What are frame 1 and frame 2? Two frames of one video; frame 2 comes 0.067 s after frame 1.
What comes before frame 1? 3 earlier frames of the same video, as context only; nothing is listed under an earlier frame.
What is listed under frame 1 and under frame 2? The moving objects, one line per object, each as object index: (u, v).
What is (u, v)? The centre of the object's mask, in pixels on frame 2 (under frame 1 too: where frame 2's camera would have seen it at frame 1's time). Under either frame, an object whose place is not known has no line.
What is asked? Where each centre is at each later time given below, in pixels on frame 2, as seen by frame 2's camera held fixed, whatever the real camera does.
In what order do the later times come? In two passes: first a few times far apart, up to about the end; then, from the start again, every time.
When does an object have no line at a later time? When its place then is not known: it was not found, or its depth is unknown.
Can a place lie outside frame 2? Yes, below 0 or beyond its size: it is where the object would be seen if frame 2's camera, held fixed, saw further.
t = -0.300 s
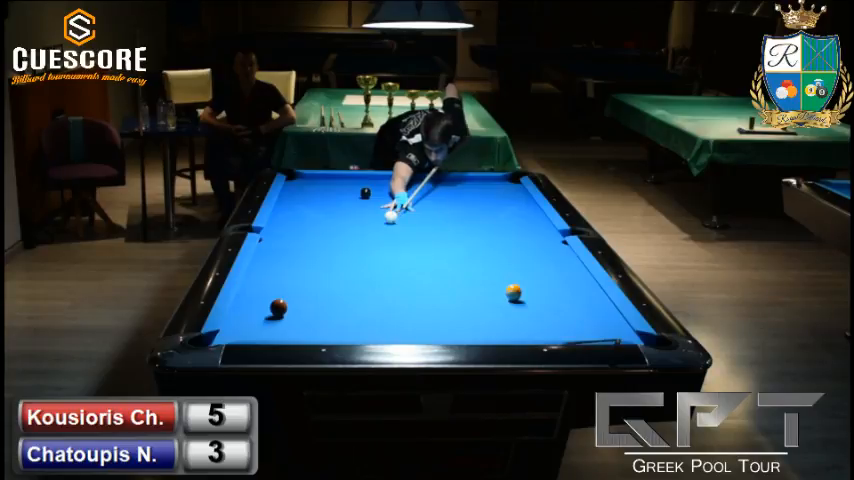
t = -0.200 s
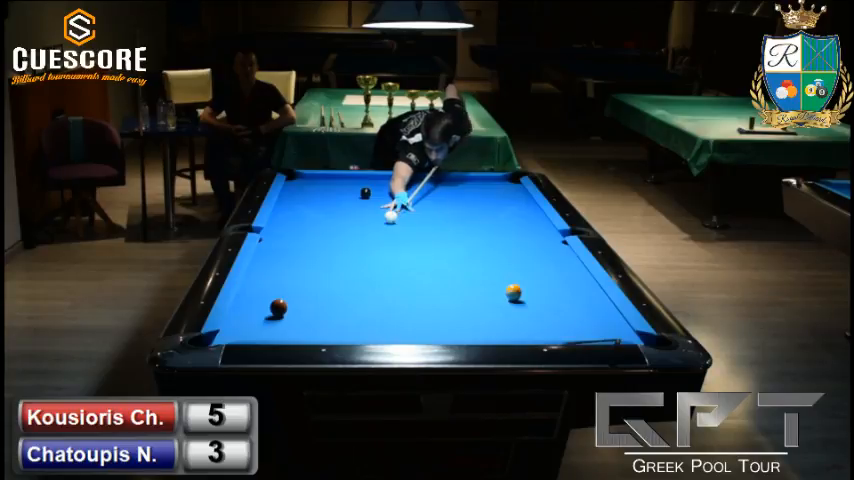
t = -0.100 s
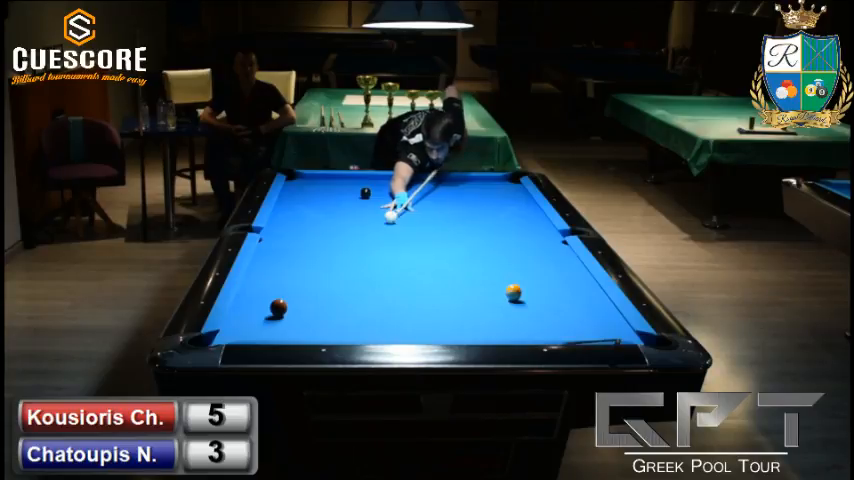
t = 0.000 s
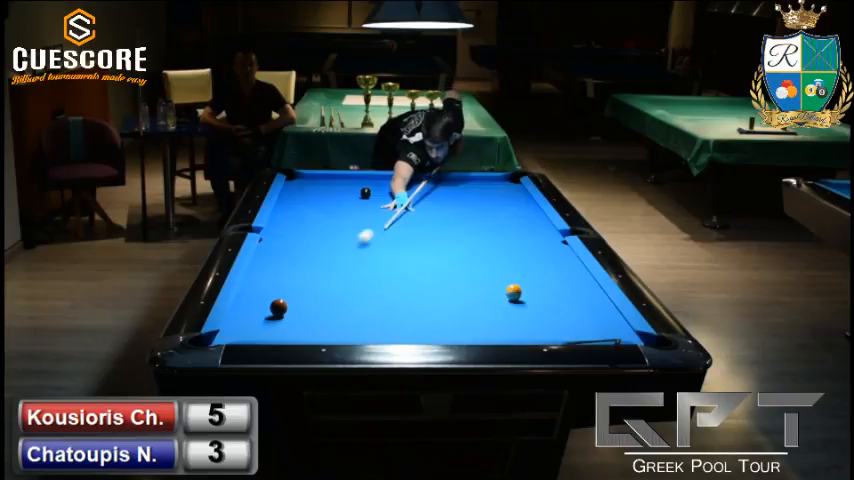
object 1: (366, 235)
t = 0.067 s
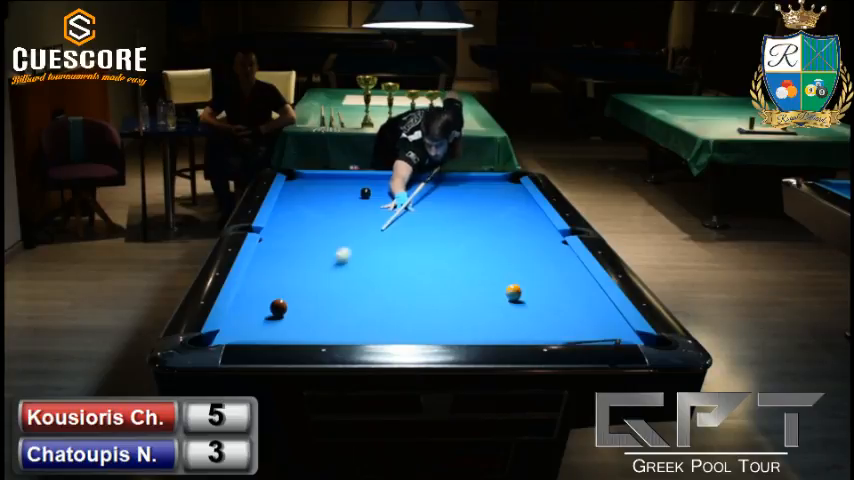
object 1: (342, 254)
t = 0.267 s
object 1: (290, 302)
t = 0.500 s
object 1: (308, 298)
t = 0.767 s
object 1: (328, 291)
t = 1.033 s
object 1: (346, 285)
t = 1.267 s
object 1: (360, 280)
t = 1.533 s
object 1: (375, 275)
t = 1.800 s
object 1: (389, 270)
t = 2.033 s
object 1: (399, 267)
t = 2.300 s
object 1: (410, 263)
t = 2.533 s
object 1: (419, 260)
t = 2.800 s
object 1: (427, 258)
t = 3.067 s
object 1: (434, 255)
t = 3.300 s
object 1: (440, 253)
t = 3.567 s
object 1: (446, 251)
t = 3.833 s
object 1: (450, 249)
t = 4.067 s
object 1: (454, 248)
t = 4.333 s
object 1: (457, 248)
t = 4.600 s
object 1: (459, 247)
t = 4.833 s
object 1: (460, 247)
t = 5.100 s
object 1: (460, 246)
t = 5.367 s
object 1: (460, 246)
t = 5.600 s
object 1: (460, 246)
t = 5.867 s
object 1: (459, 246)
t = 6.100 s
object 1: (459, 246)
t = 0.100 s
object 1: (331, 264)
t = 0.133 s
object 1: (318, 274)
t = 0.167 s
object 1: (304, 286)
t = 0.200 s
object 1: (291, 296)
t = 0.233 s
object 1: (288, 302)
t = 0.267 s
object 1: (290, 302)
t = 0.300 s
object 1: (292, 303)
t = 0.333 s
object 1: (294, 302)
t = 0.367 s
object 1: (297, 302)
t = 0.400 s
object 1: (300, 301)
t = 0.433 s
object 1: (302, 300)
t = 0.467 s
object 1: (305, 299)
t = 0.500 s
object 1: (308, 298)
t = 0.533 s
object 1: (310, 297)
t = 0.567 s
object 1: (313, 296)
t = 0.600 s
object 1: (315, 295)
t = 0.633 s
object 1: (318, 294)
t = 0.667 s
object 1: (321, 294)
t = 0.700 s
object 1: (323, 293)
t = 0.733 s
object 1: (326, 292)
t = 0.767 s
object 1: (328, 291)
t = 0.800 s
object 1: (330, 290)
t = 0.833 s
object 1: (333, 289)
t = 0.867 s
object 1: (335, 288)
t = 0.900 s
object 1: (337, 288)
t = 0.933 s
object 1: (339, 287)
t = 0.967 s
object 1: (341, 286)
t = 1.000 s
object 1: (344, 286)
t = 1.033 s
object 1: (346, 285)
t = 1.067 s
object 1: (348, 284)
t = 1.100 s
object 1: (350, 283)
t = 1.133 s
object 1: (352, 283)
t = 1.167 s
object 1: (354, 282)
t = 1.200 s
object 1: (356, 281)
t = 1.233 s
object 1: (358, 280)
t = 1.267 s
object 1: (360, 280)
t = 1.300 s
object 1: (362, 279)
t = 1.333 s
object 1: (364, 278)
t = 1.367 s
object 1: (366, 278)
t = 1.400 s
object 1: (368, 277)
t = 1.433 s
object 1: (370, 276)
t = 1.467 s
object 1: (372, 276)
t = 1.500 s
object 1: (374, 275)
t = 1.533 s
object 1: (375, 275)
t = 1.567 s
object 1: (377, 274)
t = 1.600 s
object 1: (379, 273)
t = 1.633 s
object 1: (381, 273)
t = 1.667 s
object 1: (382, 272)
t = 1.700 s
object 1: (384, 272)
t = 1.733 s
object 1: (386, 271)
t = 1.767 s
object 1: (387, 271)
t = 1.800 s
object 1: (389, 270)
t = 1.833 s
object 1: (390, 270)
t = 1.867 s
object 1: (392, 269)
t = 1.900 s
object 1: (393, 268)
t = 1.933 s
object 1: (395, 268)
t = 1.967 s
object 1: (397, 268)
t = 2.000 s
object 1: (398, 267)
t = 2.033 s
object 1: (399, 267)
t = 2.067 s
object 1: (401, 266)
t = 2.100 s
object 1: (402, 265)
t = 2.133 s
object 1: (404, 265)
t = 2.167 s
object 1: (405, 265)
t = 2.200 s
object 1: (406, 264)
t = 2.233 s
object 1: (408, 263)
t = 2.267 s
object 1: (409, 263)
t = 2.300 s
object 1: (410, 263)
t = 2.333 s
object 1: (412, 262)
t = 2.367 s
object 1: (413, 262)
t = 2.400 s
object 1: (414, 262)
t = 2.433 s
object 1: (415, 261)
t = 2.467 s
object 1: (416, 261)
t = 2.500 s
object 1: (417, 260)
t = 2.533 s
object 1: (419, 260)
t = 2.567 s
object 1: (420, 260)
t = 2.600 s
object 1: (421, 259)
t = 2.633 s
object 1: (422, 259)
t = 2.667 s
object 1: (423, 258)
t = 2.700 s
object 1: (424, 258)
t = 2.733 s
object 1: (425, 258)
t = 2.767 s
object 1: (426, 258)
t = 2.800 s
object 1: (427, 258)
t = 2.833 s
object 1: (428, 257)
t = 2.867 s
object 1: (429, 257)
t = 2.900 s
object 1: (430, 256)
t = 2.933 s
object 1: (431, 256)
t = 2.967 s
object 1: (432, 256)
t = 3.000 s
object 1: (433, 255)
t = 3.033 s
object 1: (434, 255)
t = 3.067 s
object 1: (434, 255)
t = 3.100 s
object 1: (435, 255)
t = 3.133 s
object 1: (436, 254)
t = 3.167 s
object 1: (437, 254)
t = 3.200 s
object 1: (438, 254)
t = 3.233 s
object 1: (438, 253)
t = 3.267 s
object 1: (439, 253)
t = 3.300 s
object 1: (440, 253)
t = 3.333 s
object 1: (441, 253)
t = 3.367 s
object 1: (441, 252)
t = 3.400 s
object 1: (442, 252)
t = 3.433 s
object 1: (443, 252)
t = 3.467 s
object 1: (444, 252)
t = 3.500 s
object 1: (445, 252)
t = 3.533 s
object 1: (445, 251)
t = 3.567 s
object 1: (446, 251)
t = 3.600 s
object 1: (446, 251)
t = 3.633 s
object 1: (447, 251)
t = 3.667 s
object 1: (447, 251)
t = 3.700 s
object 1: (448, 251)
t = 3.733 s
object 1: (449, 250)
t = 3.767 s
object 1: (449, 250)
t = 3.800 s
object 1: (450, 250)
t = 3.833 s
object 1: (450, 249)
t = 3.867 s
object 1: (451, 249)
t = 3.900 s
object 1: (451, 249)
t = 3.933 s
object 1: (452, 249)
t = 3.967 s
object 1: (452, 249)
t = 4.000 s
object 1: (453, 249)
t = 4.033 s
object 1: (453, 249)
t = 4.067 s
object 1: (454, 248)
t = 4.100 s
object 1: (454, 248)
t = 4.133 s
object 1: (455, 248)
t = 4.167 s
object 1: (455, 248)
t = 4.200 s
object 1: (455, 248)
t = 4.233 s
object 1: (456, 248)
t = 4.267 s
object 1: (456, 248)
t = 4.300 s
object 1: (457, 248)
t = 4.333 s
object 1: (457, 248)
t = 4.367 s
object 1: (457, 248)
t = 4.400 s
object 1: (457, 247)
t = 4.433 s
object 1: (458, 247)
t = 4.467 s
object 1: (458, 247)
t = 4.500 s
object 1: (458, 247)
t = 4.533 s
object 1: (458, 247)
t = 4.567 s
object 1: (459, 247)
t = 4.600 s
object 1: (459, 247)
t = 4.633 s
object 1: (459, 247)
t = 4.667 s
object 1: (459, 247)
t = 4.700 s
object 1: (459, 247)
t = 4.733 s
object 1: (459, 247)
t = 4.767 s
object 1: (460, 247)
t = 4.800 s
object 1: (460, 247)
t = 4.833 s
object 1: (460, 247)
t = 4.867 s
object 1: (460, 247)
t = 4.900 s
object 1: (460, 246)
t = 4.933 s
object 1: (460, 246)
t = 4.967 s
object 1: (460, 246)
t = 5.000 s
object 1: (460, 246)
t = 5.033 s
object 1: (460, 246)
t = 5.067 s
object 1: (460, 246)
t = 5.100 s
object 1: (460, 246)
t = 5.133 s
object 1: (460, 246)
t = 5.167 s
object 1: (460, 246)
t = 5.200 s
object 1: (460, 246)
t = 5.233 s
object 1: (460, 246)
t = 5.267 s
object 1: (460, 246)
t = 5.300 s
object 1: (460, 246)
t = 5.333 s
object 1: (460, 246)
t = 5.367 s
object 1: (460, 246)
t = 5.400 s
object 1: (460, 246)
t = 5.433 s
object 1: (460, 246)
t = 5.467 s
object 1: (460, 246)
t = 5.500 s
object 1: (460, 246)
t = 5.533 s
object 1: (460, 246)
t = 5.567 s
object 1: (460, 246)
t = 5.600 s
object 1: (460, 246)
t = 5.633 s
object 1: (460, 246)
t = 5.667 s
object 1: (459, 247)
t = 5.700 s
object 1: (459, 247)
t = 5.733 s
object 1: (459, 247)
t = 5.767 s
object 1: (459, 247)
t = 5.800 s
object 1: (459, 247)
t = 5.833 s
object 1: (459, 246)
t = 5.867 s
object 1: (459, 246)
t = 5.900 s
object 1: (459, 246)
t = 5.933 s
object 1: (459, 246)
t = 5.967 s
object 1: (459, 246)
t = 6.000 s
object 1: (459, 246)
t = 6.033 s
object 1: (459, 246)
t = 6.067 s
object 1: (459, 246)
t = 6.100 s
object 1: (459, 246)
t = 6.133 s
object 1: (459, 246)
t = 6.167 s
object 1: (459, 246)
